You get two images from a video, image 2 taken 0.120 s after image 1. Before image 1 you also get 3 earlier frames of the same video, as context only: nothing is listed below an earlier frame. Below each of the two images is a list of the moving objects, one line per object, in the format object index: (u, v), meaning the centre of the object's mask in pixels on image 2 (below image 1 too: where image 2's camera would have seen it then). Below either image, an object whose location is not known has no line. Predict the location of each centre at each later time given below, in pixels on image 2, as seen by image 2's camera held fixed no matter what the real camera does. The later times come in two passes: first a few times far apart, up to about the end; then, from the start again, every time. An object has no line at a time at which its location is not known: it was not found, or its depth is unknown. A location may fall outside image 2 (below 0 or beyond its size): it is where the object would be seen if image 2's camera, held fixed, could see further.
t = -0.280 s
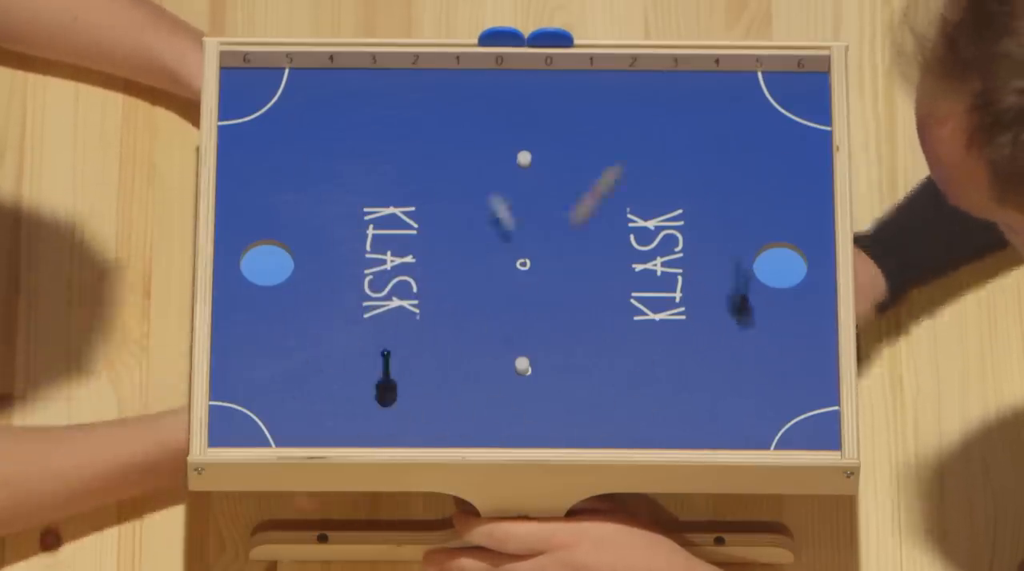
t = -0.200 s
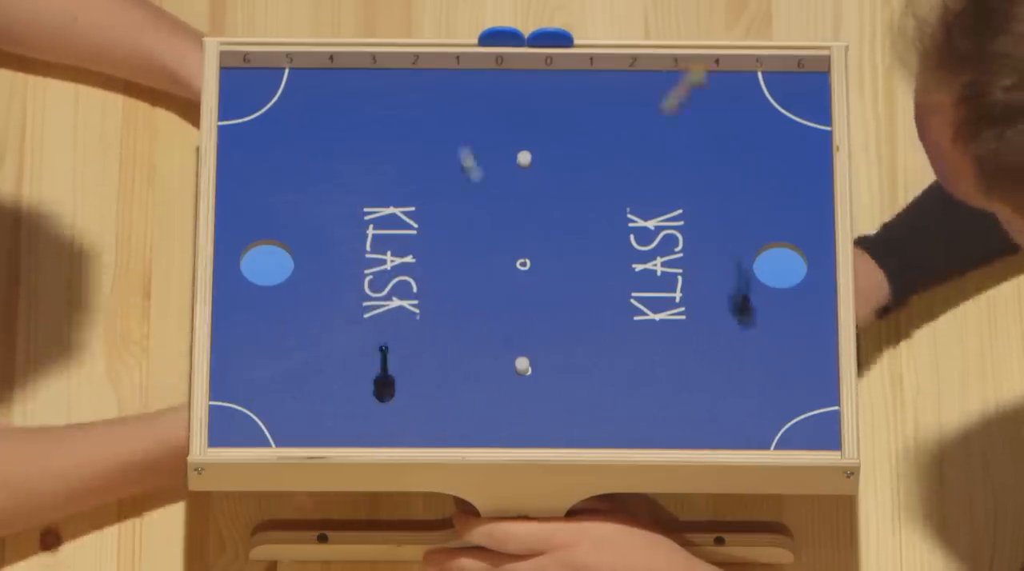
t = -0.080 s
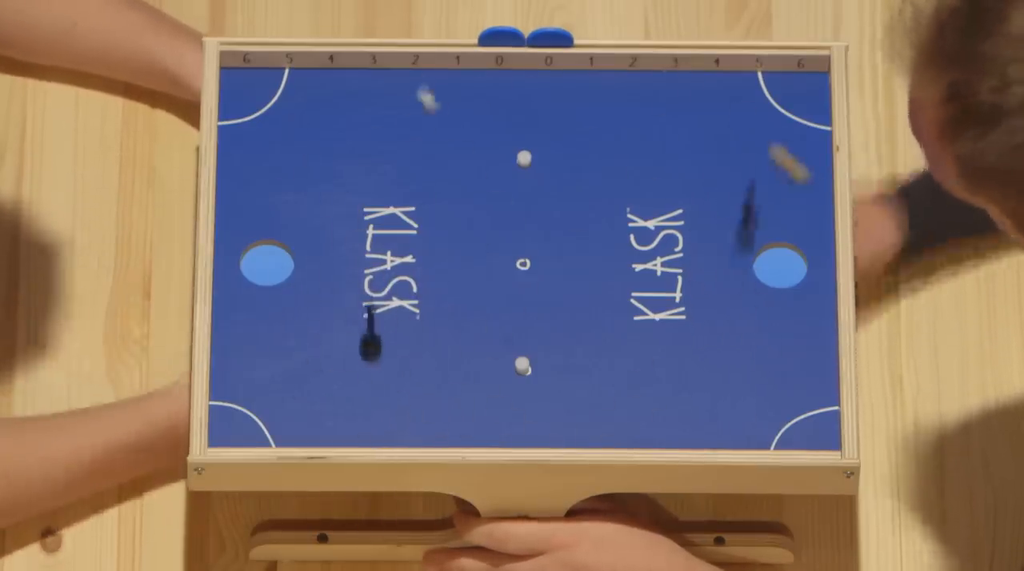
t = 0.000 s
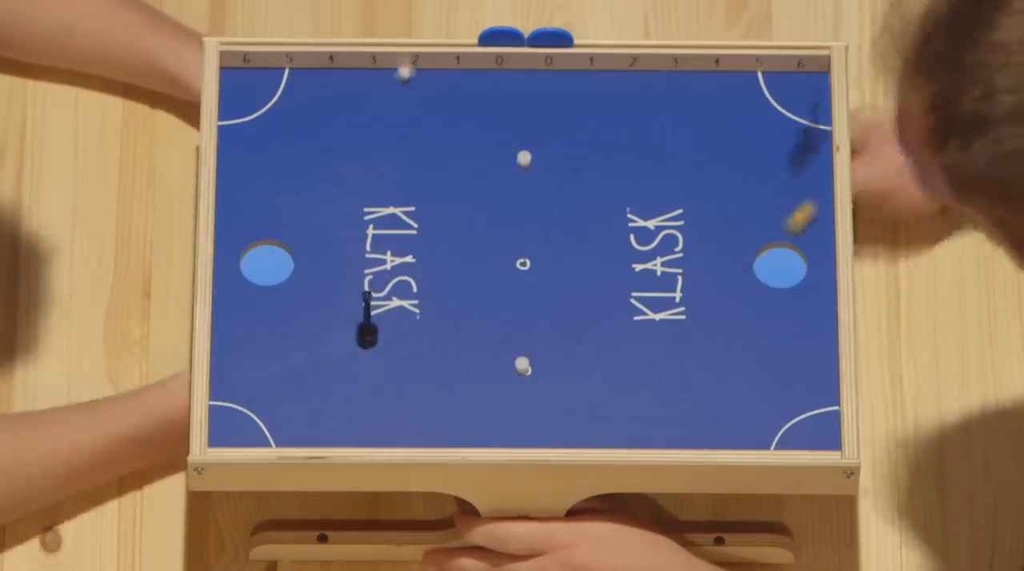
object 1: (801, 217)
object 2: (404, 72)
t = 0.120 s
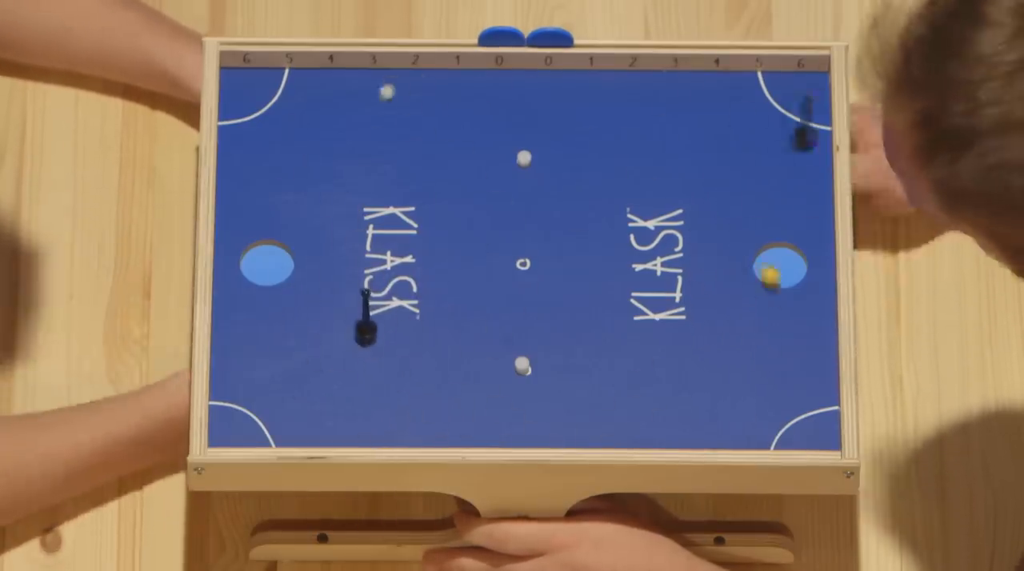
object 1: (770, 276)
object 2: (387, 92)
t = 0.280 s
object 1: (804, 315)
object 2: (381, 106)
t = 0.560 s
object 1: (814, 372)
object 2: (375, 128)
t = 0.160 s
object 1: (779, 287)
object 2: (384, 96)
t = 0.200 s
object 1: (788, 296)
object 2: (383, 100)
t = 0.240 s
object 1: (796, 305)
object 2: (382, 103)
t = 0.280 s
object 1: (804, 315)
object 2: (381, 106)
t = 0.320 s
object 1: (812, 324)
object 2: (380, 110)
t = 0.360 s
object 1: (821, 332)
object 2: (379, 113)
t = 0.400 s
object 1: (824, 341)
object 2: (378, 116)
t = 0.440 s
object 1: (821, 349)
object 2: (377, 119)
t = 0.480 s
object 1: (819, 357)
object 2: (377, 122)
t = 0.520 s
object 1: (816, 364)
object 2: (376, 125)
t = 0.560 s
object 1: (814, 372)
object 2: (375, 128)
